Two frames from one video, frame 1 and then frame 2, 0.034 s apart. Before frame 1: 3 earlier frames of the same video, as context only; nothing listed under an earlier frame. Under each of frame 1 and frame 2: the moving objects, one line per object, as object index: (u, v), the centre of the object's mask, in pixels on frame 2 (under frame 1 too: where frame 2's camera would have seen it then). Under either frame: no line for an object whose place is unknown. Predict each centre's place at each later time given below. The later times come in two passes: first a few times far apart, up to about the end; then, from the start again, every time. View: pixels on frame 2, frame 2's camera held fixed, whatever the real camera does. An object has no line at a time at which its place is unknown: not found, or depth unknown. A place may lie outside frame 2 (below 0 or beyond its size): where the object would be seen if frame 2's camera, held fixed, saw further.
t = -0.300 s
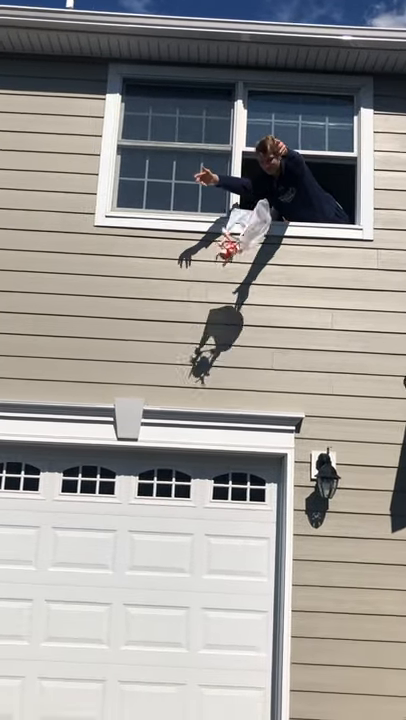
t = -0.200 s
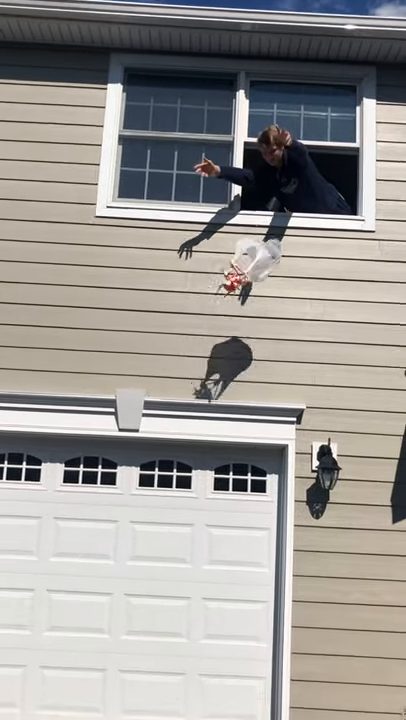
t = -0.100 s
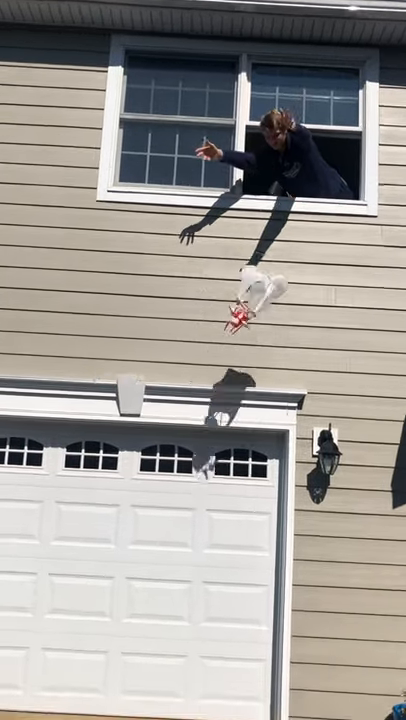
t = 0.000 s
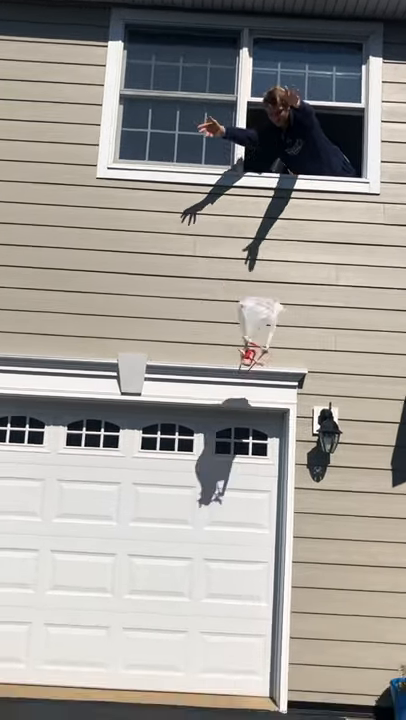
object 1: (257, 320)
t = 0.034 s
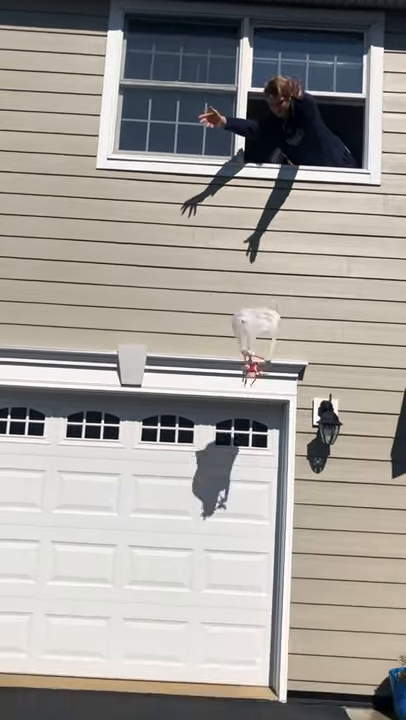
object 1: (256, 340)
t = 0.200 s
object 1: (262, 445)
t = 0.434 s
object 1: (303, 622)
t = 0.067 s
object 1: (253, 358)
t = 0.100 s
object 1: (253, 380)
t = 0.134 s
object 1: (254, 402)
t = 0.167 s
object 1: (257, 424)
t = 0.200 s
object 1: (262, 445)
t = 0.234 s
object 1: (268, 468)
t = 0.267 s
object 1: (274, 492)
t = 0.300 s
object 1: (279, 515)
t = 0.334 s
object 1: (285, 541)
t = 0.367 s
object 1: (292, 566)
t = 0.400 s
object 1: (297, 594)
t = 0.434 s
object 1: (303, 622)
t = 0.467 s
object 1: (308, 650)
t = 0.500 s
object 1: (315, 679)
